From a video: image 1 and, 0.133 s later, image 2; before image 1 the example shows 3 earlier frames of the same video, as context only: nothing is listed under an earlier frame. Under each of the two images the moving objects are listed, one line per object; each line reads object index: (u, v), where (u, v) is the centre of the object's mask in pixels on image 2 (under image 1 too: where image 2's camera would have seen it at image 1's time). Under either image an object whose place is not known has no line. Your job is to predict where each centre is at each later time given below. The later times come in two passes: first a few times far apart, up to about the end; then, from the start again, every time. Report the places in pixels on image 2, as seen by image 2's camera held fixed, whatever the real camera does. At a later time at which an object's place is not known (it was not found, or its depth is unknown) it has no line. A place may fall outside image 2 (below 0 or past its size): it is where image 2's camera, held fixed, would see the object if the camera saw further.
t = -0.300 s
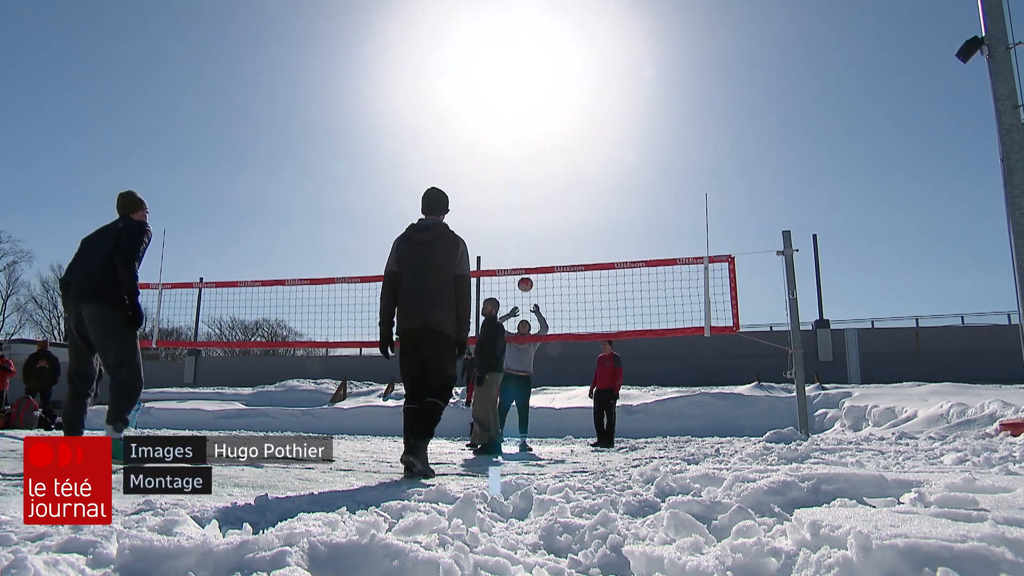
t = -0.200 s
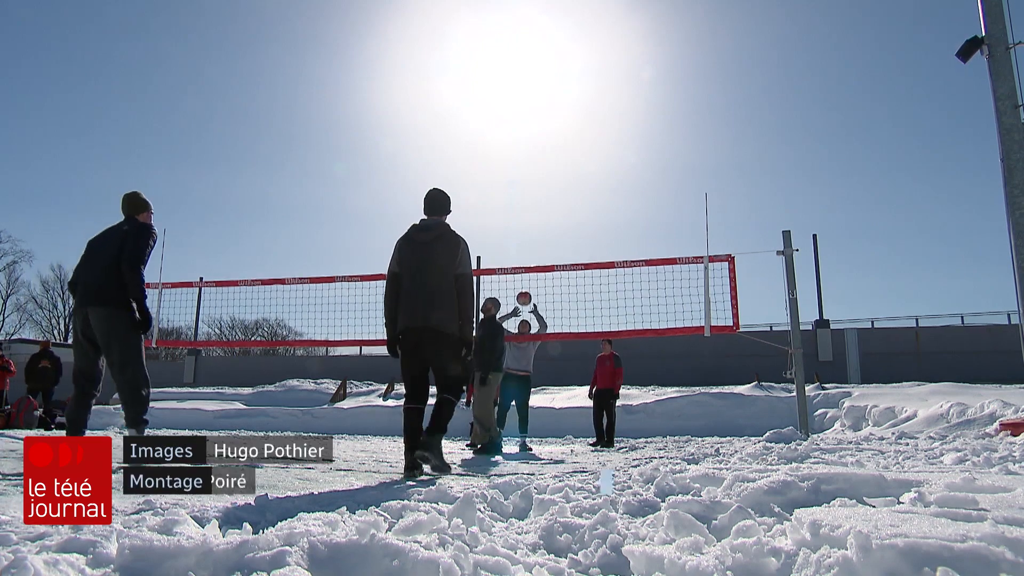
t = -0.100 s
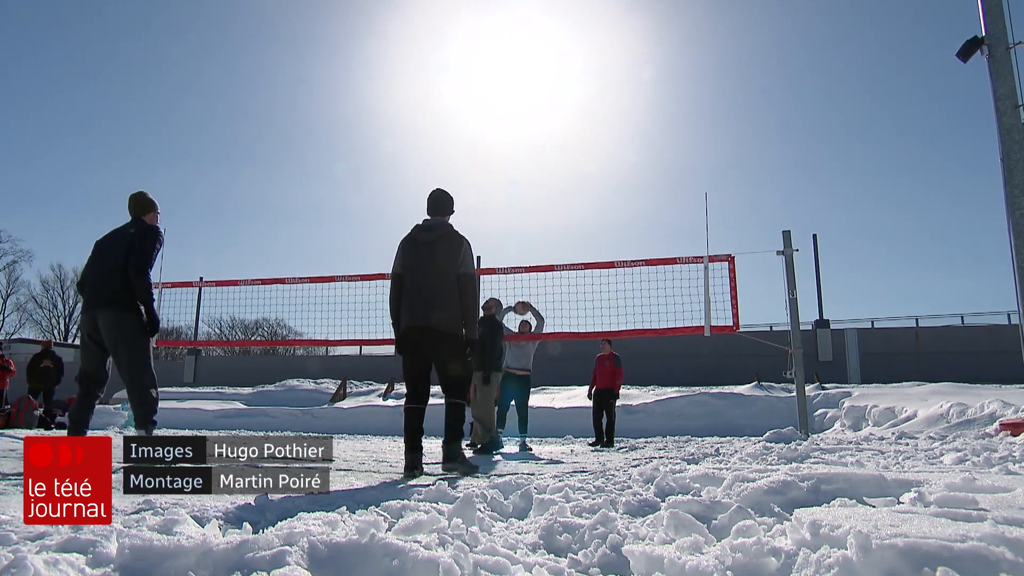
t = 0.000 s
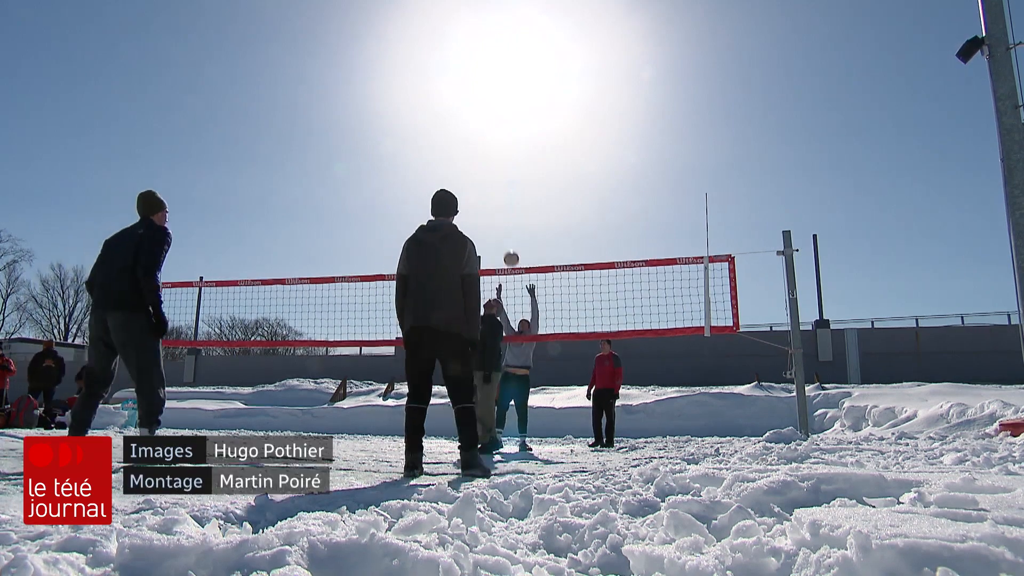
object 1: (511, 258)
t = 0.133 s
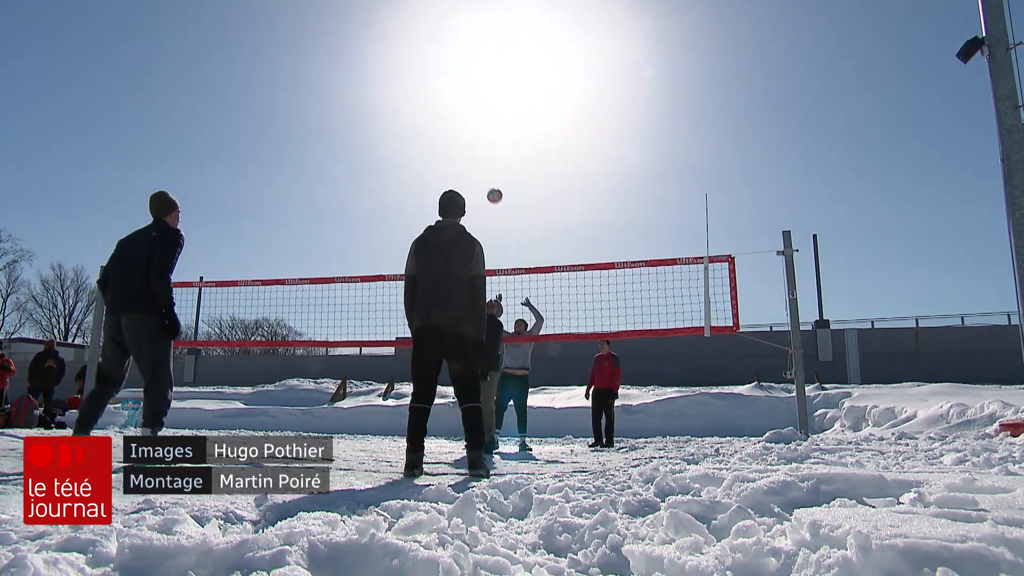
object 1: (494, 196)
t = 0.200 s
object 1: (486, 168)
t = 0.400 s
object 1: (457, 100)
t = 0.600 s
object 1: (427, 58)
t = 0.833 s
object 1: (382, 34)
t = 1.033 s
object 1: (336, 43)
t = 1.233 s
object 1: (279, 87)
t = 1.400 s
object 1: (222, 159)
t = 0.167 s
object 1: (490, 182)
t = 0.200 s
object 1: (486, 168)
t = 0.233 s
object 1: (481, 155)
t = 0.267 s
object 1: (476, 143)
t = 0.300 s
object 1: (472, 131)
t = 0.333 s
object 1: (467, 120)
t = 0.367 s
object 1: (462, 110)
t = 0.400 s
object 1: (457, 100)
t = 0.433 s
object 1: (454, 96)
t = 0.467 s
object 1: (449, 87)
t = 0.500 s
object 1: (444, 79)
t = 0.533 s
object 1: (438, 71)
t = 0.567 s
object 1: (433, 64)
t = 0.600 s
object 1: (427, 58)
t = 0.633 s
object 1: (421, 53)
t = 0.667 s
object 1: (415, 48)
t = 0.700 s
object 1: (409, 44)
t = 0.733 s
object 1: (402, 40)
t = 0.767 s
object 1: (396, 37)
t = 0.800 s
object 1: (389, 35)
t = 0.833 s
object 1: (382, 34)
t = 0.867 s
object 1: (375, 34)
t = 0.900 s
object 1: (368, 34)
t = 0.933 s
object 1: (360, 35)
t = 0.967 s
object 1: (352, 37)
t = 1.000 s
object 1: (344, 39)
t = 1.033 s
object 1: (336, 43)
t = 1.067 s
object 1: (327, 48)
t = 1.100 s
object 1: (318, 54)
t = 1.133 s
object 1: (309, 60)
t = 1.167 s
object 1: (300, 68)
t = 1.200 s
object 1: (290, 77)
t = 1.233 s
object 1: (279, 87)
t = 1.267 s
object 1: (269, 99)
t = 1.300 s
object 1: (258, 111)
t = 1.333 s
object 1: (246, 125)
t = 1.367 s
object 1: (234, 141)
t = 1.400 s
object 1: (222, 159)
